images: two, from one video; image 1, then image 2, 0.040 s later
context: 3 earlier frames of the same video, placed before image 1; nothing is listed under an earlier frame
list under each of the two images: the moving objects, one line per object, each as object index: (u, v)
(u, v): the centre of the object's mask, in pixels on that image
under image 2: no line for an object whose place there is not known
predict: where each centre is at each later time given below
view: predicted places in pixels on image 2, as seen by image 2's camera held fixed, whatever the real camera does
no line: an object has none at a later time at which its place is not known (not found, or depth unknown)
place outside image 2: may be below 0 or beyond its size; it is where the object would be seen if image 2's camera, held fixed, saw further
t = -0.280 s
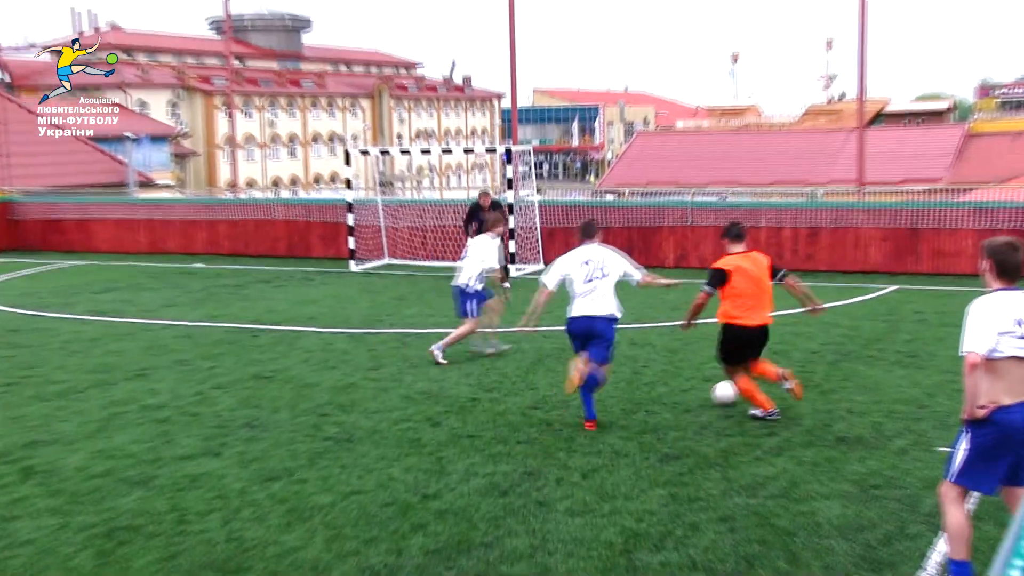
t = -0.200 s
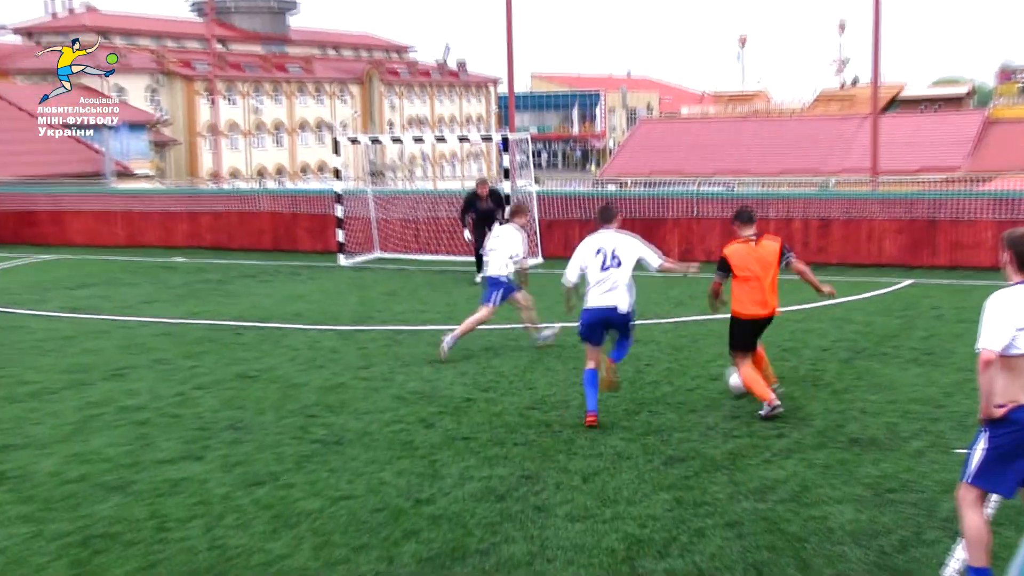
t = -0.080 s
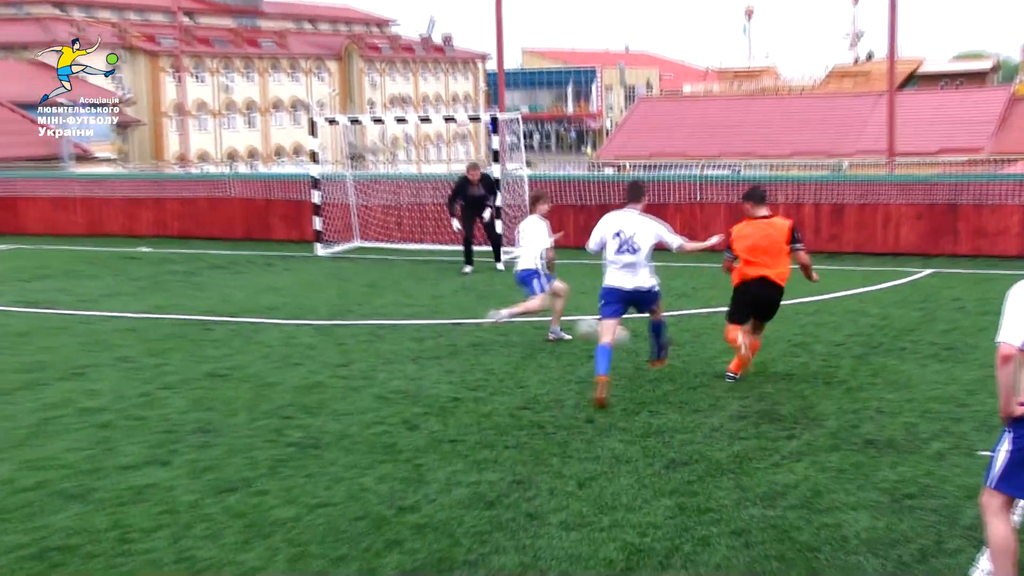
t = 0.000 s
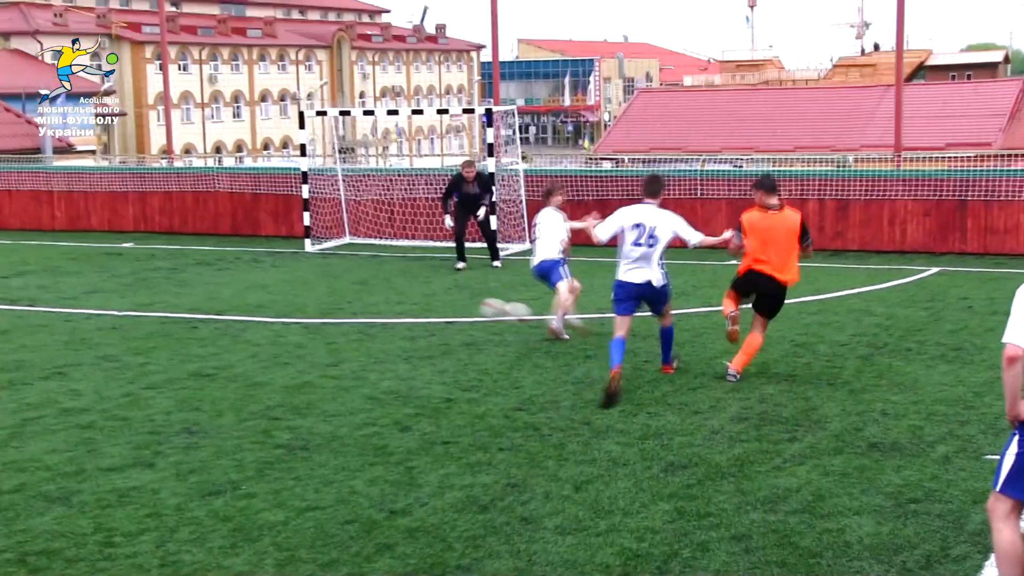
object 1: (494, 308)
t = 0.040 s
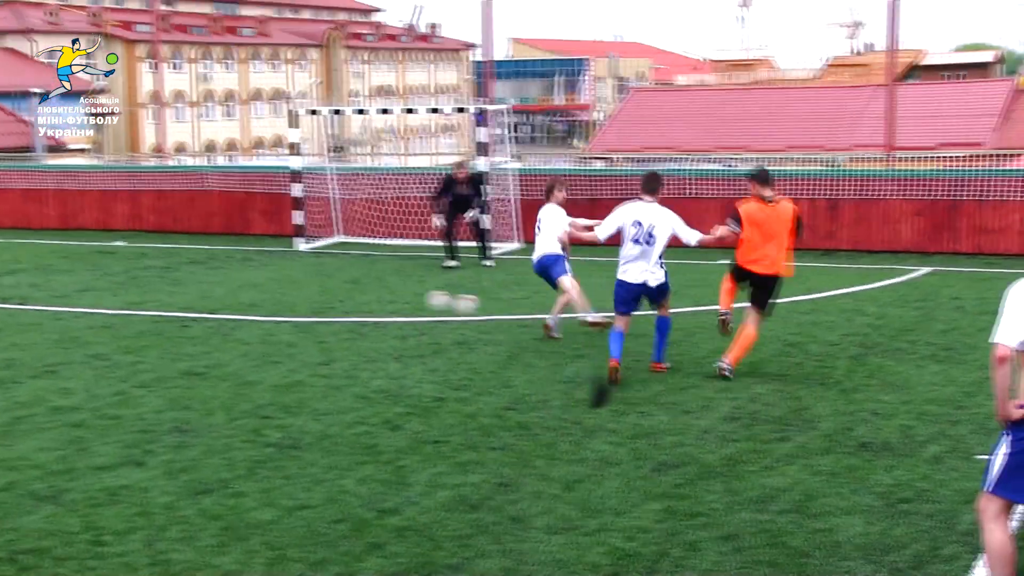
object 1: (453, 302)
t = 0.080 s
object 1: (391, 295)
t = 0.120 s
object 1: (363, 293)
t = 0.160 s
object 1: (328, 294)
